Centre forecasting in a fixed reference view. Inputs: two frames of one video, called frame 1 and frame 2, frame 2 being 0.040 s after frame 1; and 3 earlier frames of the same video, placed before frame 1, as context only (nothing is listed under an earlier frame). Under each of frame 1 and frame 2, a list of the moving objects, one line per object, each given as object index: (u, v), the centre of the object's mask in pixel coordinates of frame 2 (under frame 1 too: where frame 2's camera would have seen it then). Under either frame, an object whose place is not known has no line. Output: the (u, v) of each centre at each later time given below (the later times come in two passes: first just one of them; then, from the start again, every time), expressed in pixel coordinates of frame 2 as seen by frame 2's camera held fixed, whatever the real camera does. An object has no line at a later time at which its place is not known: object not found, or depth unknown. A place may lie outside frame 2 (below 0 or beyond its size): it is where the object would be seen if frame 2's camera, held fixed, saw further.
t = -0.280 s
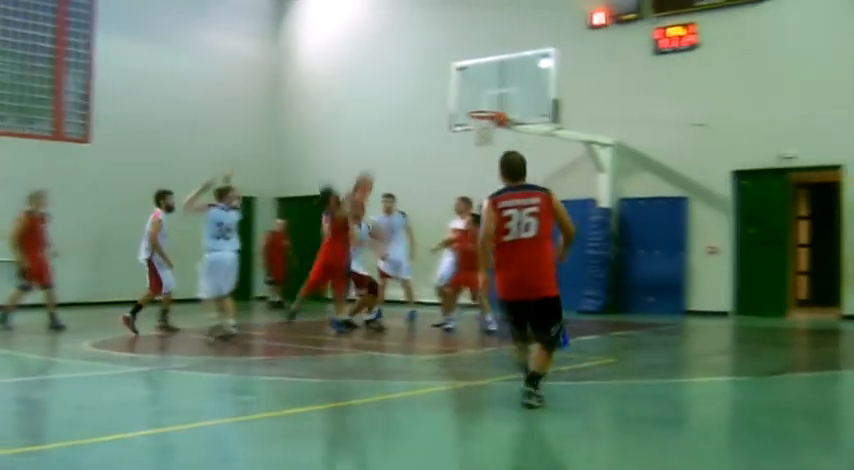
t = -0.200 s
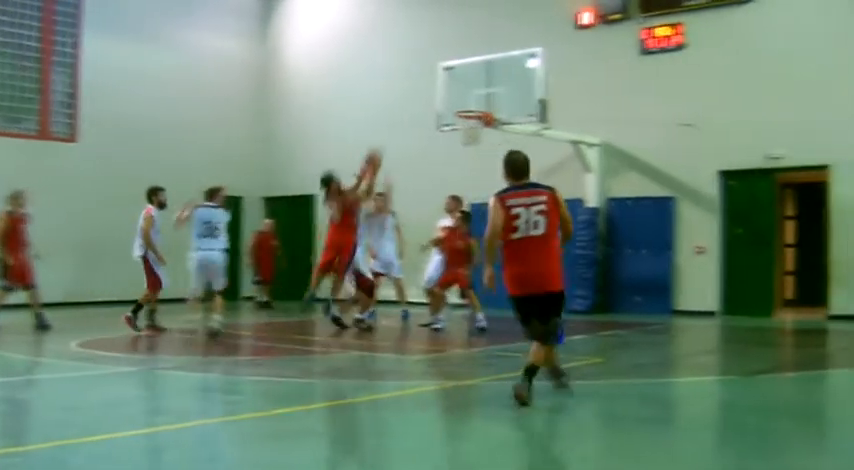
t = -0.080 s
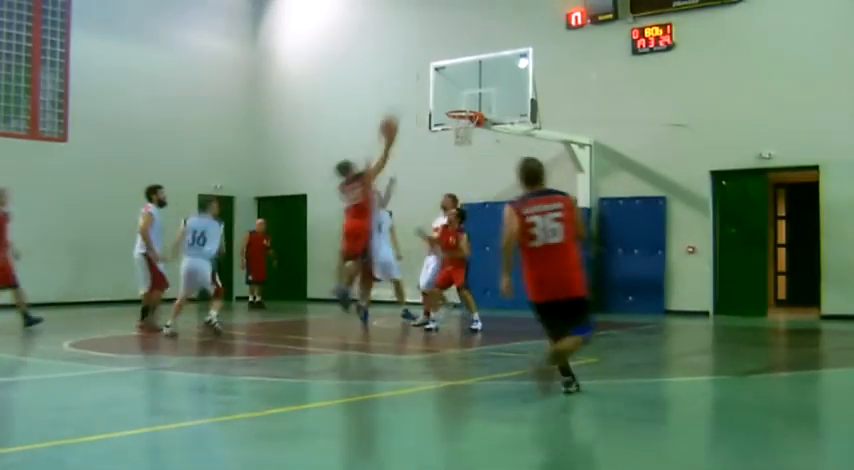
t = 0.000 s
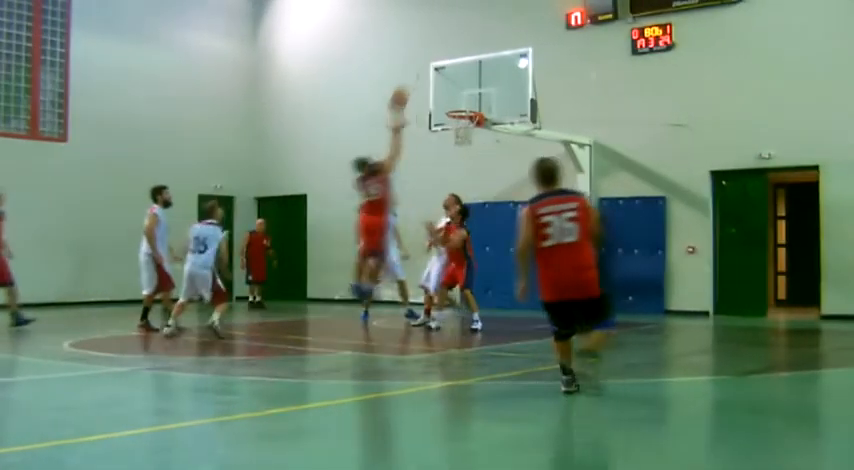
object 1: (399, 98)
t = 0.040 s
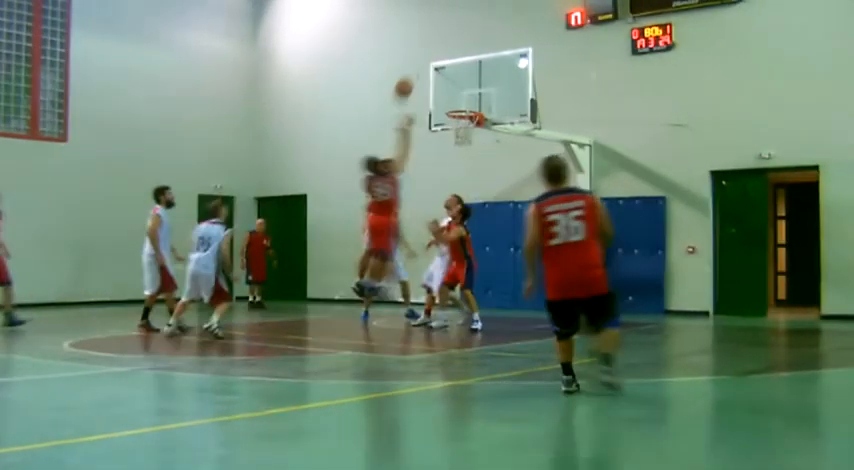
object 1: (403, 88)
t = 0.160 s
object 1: (416, 64)
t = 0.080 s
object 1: (408, 79)
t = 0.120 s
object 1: (412, 71)
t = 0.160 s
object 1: (416, 64)
